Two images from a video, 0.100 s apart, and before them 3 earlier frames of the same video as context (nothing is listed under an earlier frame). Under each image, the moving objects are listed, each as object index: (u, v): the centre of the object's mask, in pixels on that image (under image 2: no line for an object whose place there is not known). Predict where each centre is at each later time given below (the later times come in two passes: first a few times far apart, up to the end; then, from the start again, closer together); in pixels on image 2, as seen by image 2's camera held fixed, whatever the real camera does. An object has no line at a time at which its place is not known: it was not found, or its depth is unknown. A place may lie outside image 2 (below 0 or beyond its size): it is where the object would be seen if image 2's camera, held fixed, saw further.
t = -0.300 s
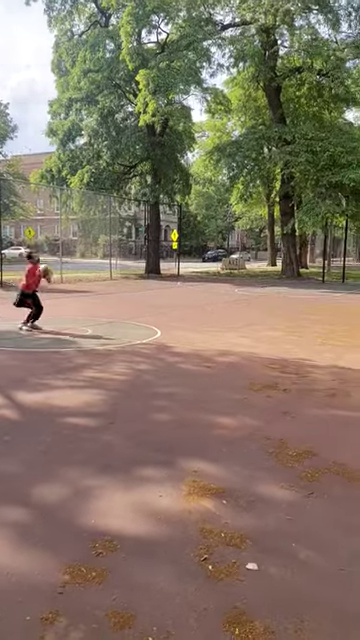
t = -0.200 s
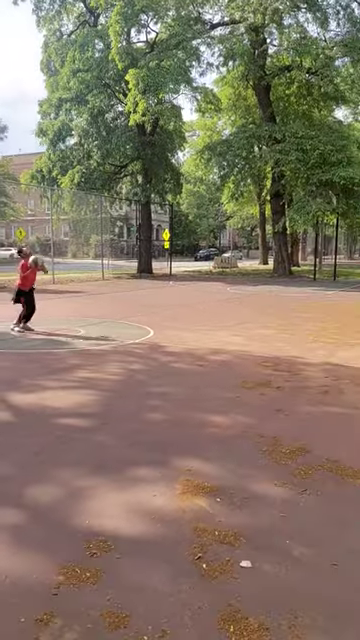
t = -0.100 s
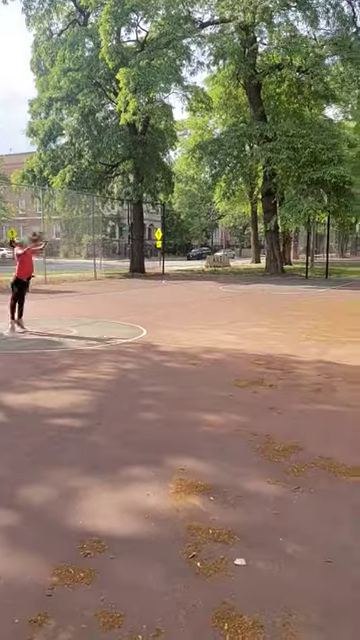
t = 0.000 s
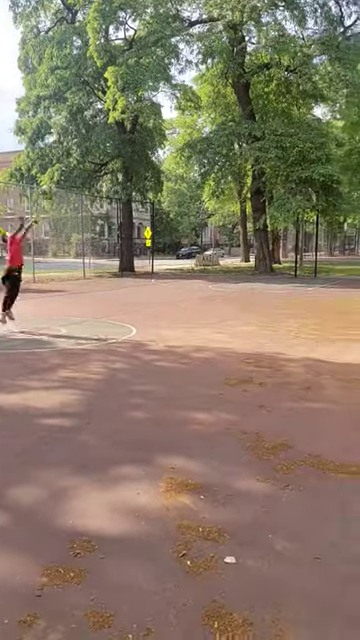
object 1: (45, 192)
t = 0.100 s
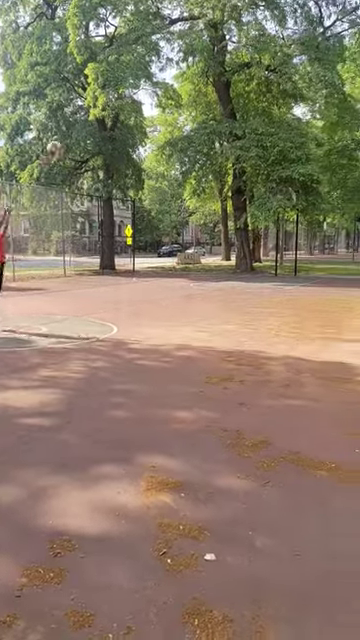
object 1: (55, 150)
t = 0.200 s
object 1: (82, 111)
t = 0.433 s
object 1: (156, 54)
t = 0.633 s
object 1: (228, 32)
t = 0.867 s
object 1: (317, 46)
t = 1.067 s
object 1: (398, 95)
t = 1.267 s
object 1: (422, 129)
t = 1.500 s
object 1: (408, 178)
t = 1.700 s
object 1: (398, 253)
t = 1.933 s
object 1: (388, 343)
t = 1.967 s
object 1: (385, 329)
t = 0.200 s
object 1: (82, 111)
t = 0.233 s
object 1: (92, 103)
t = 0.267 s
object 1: (102, 93)
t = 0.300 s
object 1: (114, 86)
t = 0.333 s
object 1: (123, 75)
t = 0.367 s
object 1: (133, 67)
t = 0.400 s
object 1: (144, 60)
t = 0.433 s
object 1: (156, 54)
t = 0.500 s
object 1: (178, 43)
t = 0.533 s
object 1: (190, 38)
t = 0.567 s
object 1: (203, 36)
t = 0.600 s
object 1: (215, 36)
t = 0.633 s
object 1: (228, 32)
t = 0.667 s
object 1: (239, 32)
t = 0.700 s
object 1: (252, 31)
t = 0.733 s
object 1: (265, 32)
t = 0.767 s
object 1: (278, 37)
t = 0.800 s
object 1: (291, 39)
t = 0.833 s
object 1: (304, 40)
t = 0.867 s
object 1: (317, 46)
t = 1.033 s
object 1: (385, 87)
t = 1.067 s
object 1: (398, 95)
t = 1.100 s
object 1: (411, 111)
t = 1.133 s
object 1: (422, 118)
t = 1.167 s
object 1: (424, 119)
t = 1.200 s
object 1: (424, 125)
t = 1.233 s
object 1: (424, 125)
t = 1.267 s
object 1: (422, 129)
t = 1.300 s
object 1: (421, 131)
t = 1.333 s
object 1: (420, 137)
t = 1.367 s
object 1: (416, 142)
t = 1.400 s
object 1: (414, 150)
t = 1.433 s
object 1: (411, 160)
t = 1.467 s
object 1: (410, 168)
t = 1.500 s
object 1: (408, 178)
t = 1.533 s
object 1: (406, 187)
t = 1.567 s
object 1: (403, 200)
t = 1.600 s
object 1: (403, 213)
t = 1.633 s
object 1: (401, 225)
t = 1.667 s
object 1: (400, 239)
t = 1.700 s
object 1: (398, 253)
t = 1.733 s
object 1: (396, 266)
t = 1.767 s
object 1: (394, 283)
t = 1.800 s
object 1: (393, 299)
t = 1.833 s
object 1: (393, 316)
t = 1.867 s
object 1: (393, 334)
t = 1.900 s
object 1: (393, 352)
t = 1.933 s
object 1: (388, 343)
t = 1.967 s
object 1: (385, 329)
